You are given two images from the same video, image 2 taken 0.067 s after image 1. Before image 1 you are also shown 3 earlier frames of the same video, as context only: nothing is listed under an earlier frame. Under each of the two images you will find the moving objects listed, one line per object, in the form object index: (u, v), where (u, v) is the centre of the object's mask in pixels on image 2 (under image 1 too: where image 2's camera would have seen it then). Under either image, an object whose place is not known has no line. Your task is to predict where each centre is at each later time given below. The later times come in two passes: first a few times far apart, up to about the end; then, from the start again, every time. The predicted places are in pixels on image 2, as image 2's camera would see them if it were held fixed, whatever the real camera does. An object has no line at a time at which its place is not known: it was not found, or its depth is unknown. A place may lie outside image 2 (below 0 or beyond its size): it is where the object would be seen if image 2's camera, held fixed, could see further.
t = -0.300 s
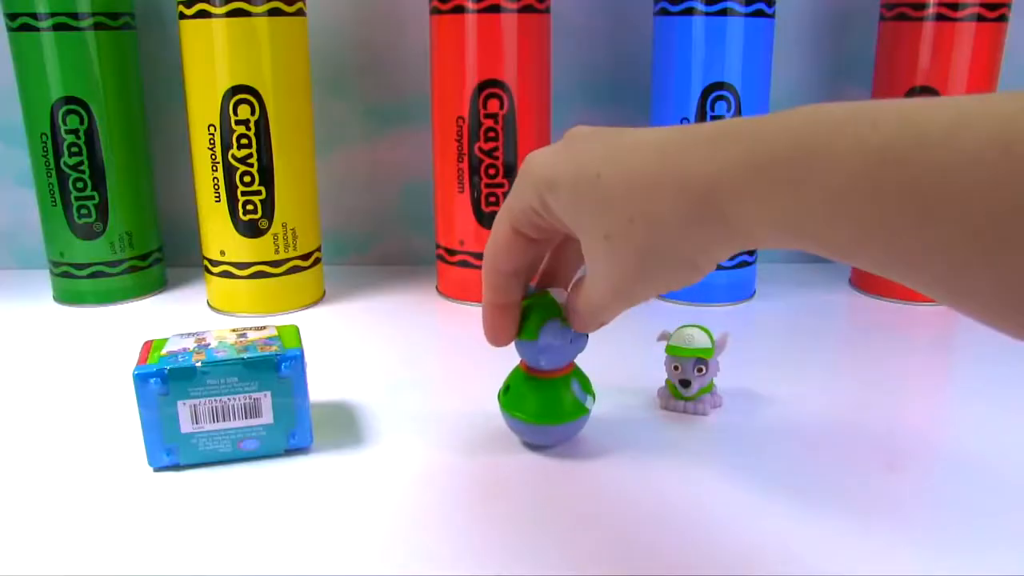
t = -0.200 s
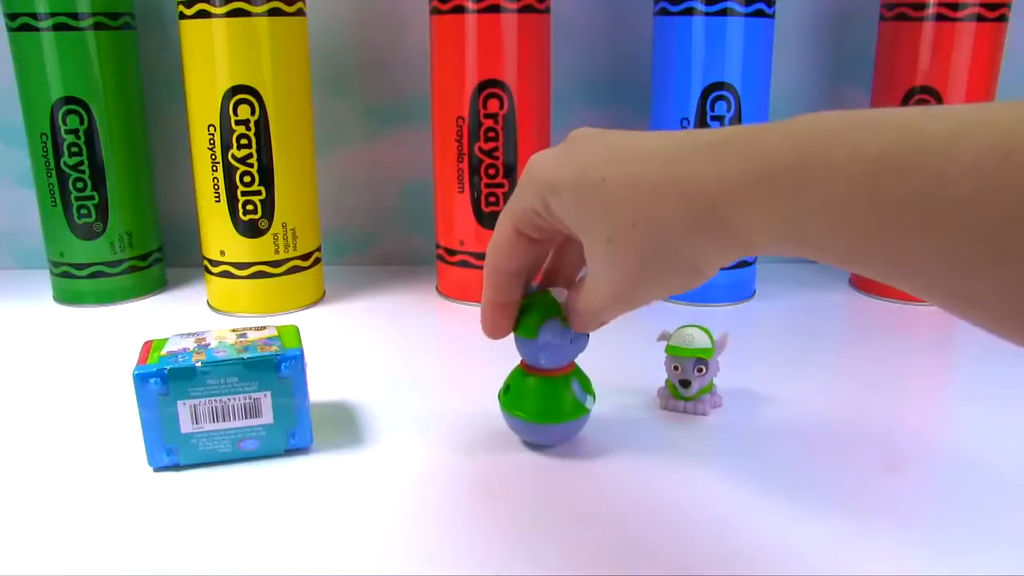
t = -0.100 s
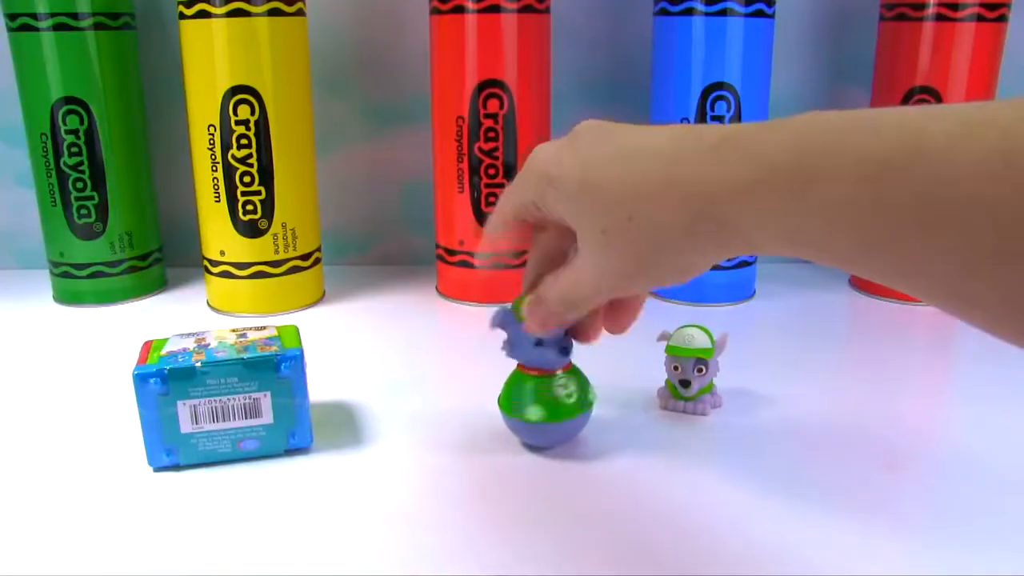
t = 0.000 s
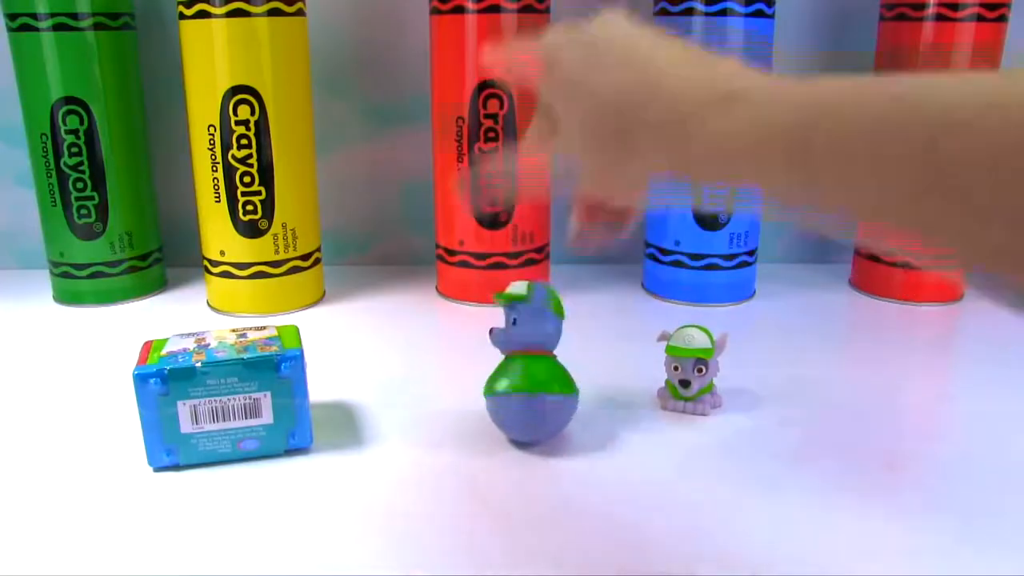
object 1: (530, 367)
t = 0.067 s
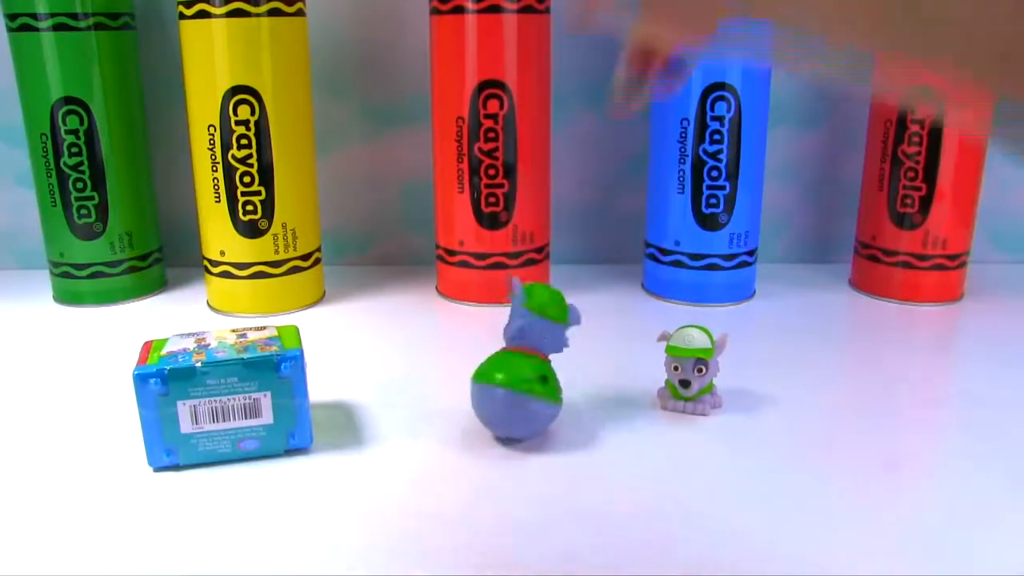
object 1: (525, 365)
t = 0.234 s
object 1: (459, 367)
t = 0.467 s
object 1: (425, 378)
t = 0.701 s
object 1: (389, 406)
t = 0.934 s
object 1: (406, 453)
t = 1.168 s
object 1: (501, 461)
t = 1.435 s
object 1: (570, 469)
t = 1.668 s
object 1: (672, 457)
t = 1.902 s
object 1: (654, 410)
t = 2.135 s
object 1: (641, 395)
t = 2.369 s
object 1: (576, 381)
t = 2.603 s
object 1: (525, 407)
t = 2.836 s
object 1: (580, 424)
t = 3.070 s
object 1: (620, 436)
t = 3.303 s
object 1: (679, 410)
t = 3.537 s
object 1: (632, 392)
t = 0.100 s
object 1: (519, 362)
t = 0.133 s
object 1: (509, 361)
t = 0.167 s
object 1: (496, 363)
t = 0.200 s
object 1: (477, 365)
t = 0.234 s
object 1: (459, 367)
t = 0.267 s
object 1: (446, 366)
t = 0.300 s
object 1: (441, 366)
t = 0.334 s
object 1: (437, 368)
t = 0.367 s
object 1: (434, 370)
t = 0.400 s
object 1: (432, 373)
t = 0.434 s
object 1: (431, 375)
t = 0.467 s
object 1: (425, 378)
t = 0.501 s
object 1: (411, 384)
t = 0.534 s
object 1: (399, 391)
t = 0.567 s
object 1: (391, 397)
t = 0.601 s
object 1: (386, 403)
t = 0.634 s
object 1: (382, 406)
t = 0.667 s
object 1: (383, 406)
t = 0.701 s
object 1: (389, 406)
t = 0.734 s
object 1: (396, 408)
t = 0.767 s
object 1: (403, 414)
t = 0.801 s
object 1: (410, 421)
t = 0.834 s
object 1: (414, 428)
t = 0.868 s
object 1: (413, 438)
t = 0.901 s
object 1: (408, 447)
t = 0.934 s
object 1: (406, 453)
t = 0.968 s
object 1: (410, 456)
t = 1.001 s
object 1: (415, 459)
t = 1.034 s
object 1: (423, 459)
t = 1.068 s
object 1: (434, 457)
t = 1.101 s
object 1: (452, 454)
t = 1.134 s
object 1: (477, 455)
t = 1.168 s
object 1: (501, 461)
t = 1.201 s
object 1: (517, 469)
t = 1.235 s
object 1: (528, 478)
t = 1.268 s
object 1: (537, 484)
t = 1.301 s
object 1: (544, 489)
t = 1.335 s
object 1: (550, 491)
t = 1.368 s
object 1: (552, 487)
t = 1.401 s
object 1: (559, 478)
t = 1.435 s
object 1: (570, 469)
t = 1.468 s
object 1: (585, 463)
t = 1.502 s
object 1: (604, 458)
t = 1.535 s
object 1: (623, 455)
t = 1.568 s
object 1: (640, 452)
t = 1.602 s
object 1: (656, 452)
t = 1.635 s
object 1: (667, 457)
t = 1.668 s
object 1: (672, 457)
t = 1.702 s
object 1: (672, 453)
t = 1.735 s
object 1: (670, 447)
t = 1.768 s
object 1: (667, 439)
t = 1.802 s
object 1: (664, 431)
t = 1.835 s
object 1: (654, 424)
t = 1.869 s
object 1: (653, 412)
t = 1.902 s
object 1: (654, 410)
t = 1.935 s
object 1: (660, 406)
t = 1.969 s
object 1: (662, 404)
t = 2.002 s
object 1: (662, 402)
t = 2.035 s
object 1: (660, 400)
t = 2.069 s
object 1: (656, 398)
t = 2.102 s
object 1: (651, 395)
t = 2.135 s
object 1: (641, 395)
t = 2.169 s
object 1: (623, 393)
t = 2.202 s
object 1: (606, 389)
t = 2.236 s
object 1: (594, 387)
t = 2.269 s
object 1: (587, 385)
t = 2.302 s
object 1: (583, 382)
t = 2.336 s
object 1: (579, 381)
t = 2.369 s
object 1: (576, 381)
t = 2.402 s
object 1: (573, 383)
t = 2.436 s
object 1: (569, 387)
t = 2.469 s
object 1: (565, 390)
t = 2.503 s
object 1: (555, 395)
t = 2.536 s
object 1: (541, 400)
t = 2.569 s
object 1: (531, 405)
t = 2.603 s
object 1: (525, 407)
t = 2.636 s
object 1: (524, 408)
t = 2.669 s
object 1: (526, 411)
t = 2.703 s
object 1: (530, 414)
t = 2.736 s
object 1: (537, 416)
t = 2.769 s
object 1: (548, 417)
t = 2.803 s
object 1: (564, 420)
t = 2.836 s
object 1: (580, 424)
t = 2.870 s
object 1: (594, 430)
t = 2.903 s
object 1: (602, 435)
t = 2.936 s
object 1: (609, 439)
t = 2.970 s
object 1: (613, 441)
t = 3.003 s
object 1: (613, 441)
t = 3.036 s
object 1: (617, 439)
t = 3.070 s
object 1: (620, 436)
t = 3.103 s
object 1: (625, 431)
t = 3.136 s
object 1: (631, 427)
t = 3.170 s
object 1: (639, 422)
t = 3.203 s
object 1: (651, 415)
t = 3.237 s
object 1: (663, 412)
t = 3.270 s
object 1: (672, 411)
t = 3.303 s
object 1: (679, 410)
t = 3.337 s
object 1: (682, 411)
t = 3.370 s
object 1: (681, 411)
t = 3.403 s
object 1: (675, 409)
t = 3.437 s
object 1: (667, 405)
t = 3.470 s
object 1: (657, 400)
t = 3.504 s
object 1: (644, 397)
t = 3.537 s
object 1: (632, 392)
